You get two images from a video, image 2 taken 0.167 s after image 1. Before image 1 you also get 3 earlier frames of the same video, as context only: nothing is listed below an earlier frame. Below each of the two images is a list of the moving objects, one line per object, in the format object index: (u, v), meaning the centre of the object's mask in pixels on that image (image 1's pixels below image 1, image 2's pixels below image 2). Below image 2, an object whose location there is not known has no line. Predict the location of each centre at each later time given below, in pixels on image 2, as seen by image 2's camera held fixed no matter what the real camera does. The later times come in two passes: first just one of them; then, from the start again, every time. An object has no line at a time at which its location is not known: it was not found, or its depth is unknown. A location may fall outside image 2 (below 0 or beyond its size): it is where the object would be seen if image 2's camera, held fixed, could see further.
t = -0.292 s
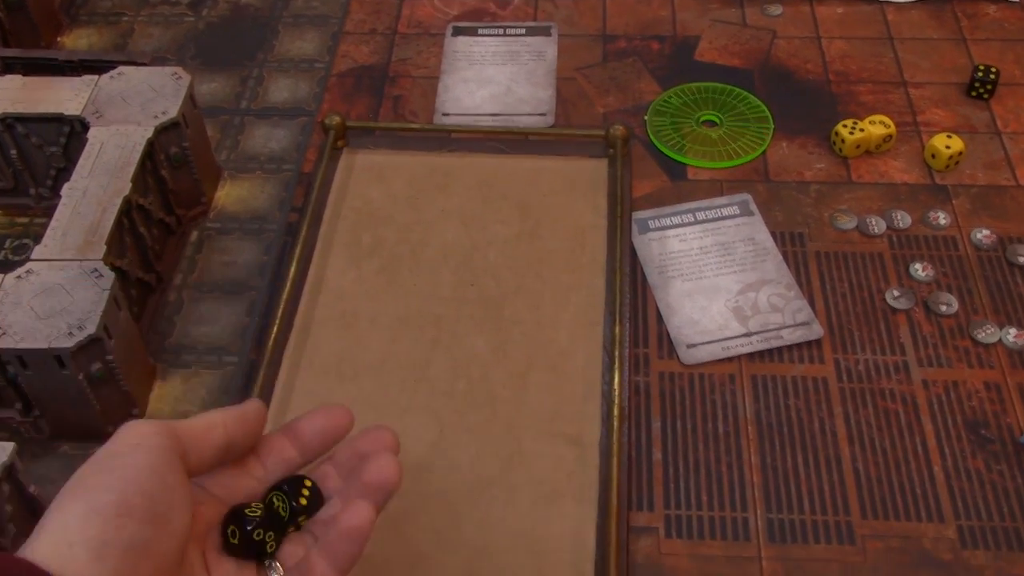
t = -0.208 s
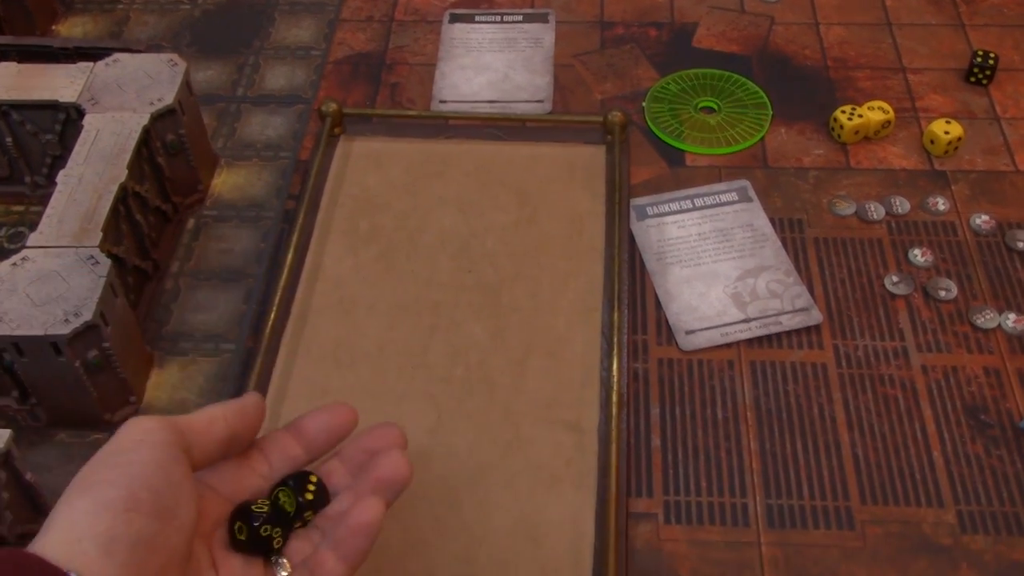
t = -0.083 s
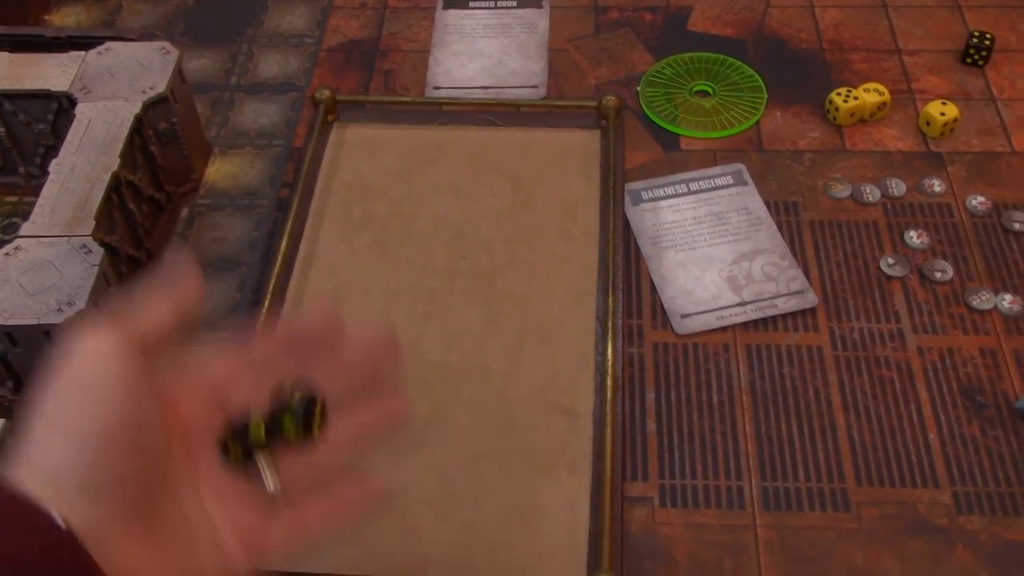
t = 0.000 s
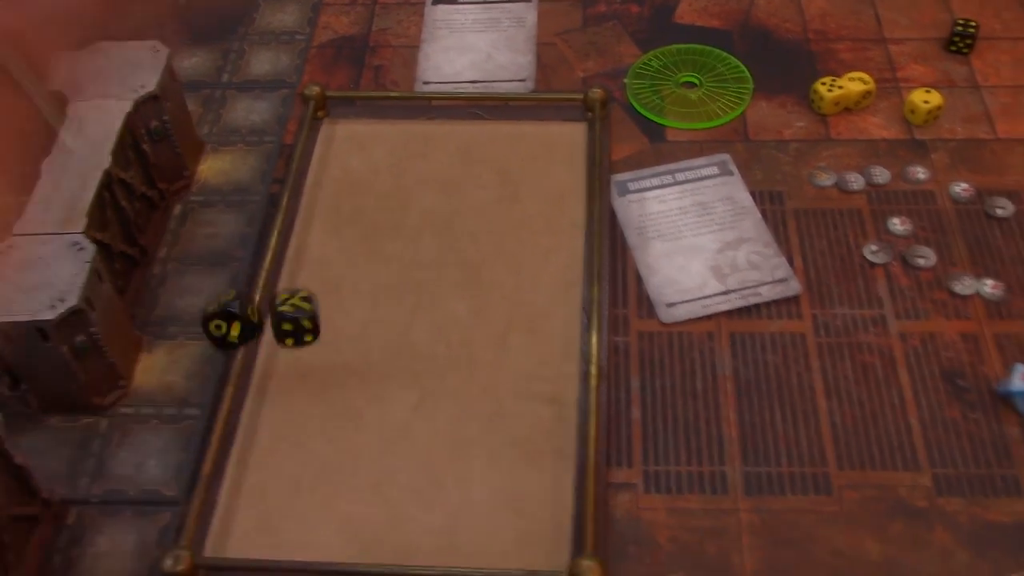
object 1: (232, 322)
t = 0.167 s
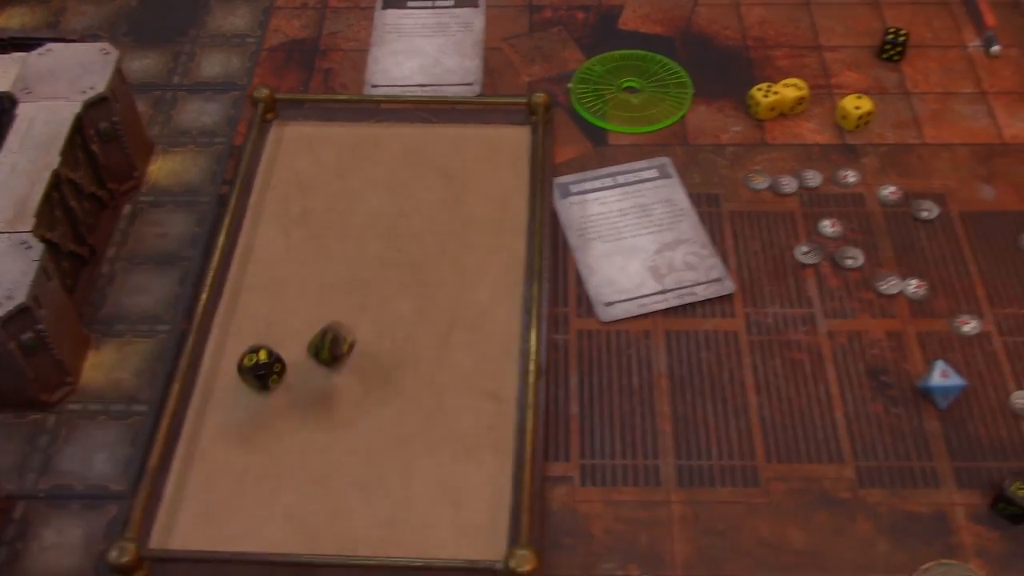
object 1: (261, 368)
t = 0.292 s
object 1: (306, 392)
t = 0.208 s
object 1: (274, 359)
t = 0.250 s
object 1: (287, 370)
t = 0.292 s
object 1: (306, 392)
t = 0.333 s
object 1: (313, 406)
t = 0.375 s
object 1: (310, 424)
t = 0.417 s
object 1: (307, 437)
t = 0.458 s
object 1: (293, 448)
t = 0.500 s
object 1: (286, 457)
